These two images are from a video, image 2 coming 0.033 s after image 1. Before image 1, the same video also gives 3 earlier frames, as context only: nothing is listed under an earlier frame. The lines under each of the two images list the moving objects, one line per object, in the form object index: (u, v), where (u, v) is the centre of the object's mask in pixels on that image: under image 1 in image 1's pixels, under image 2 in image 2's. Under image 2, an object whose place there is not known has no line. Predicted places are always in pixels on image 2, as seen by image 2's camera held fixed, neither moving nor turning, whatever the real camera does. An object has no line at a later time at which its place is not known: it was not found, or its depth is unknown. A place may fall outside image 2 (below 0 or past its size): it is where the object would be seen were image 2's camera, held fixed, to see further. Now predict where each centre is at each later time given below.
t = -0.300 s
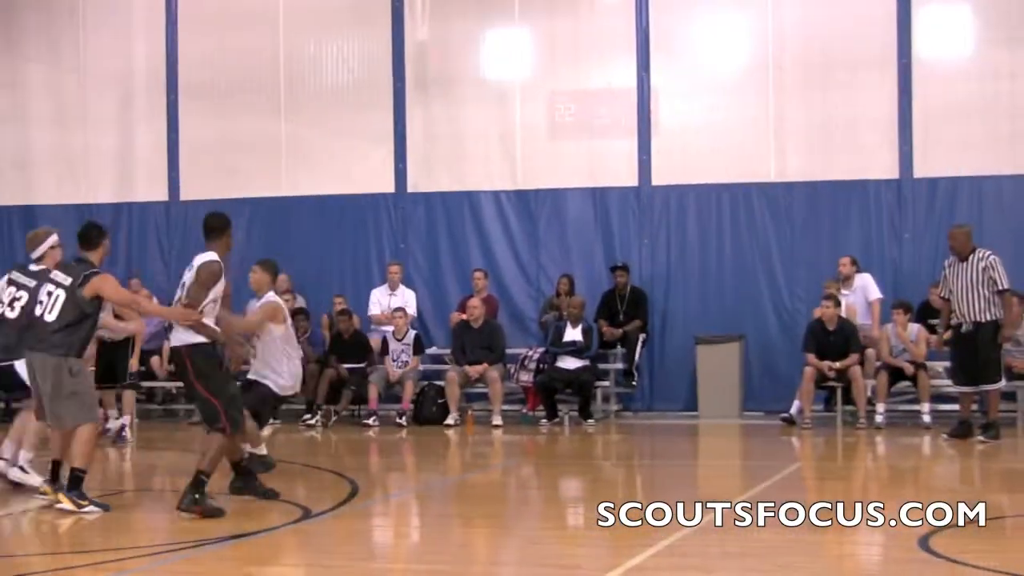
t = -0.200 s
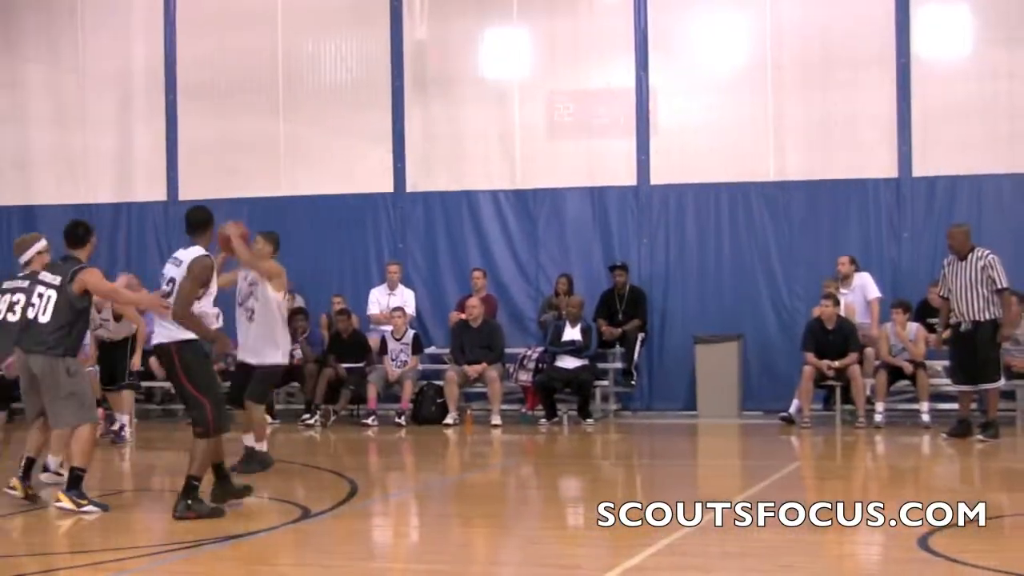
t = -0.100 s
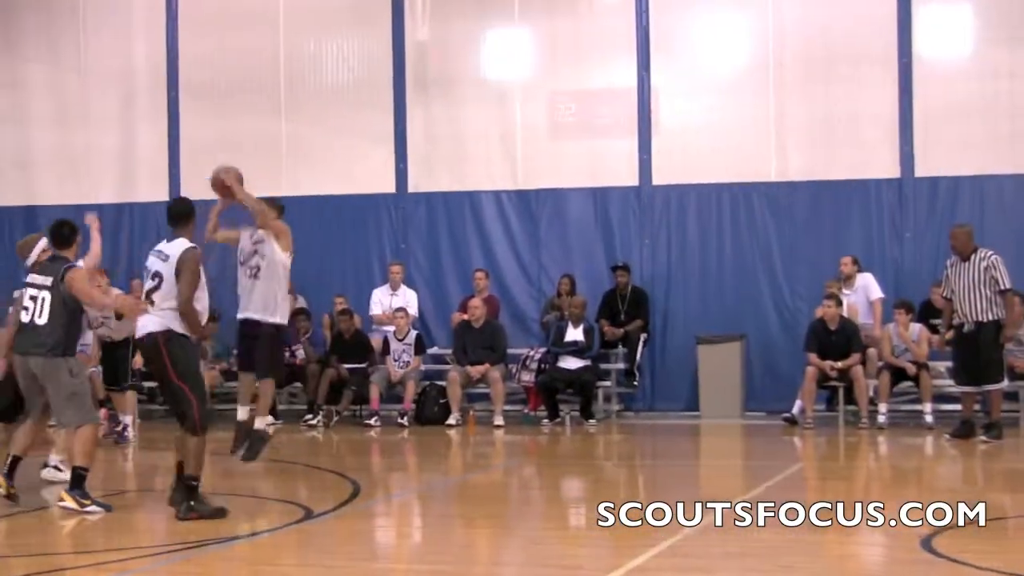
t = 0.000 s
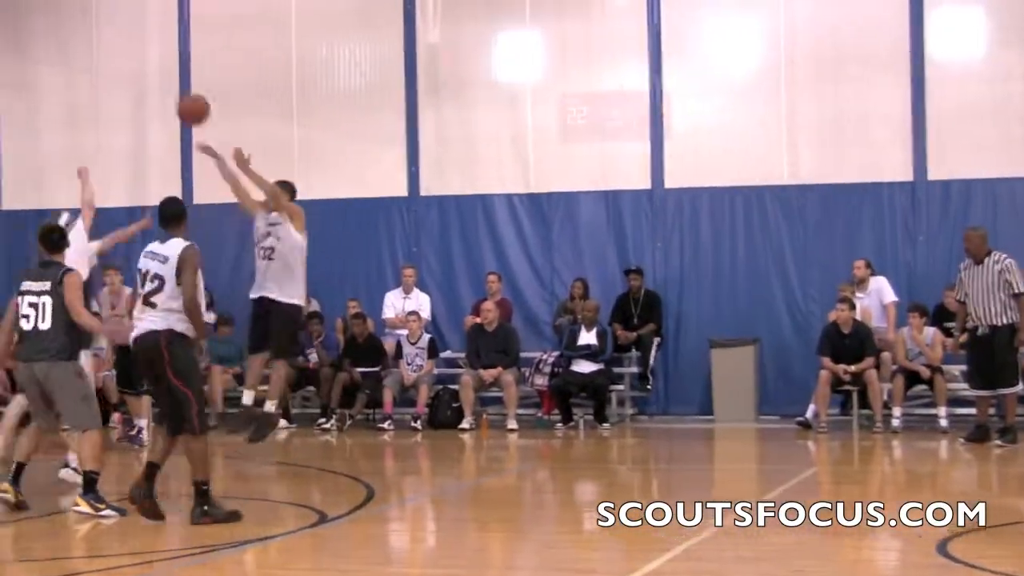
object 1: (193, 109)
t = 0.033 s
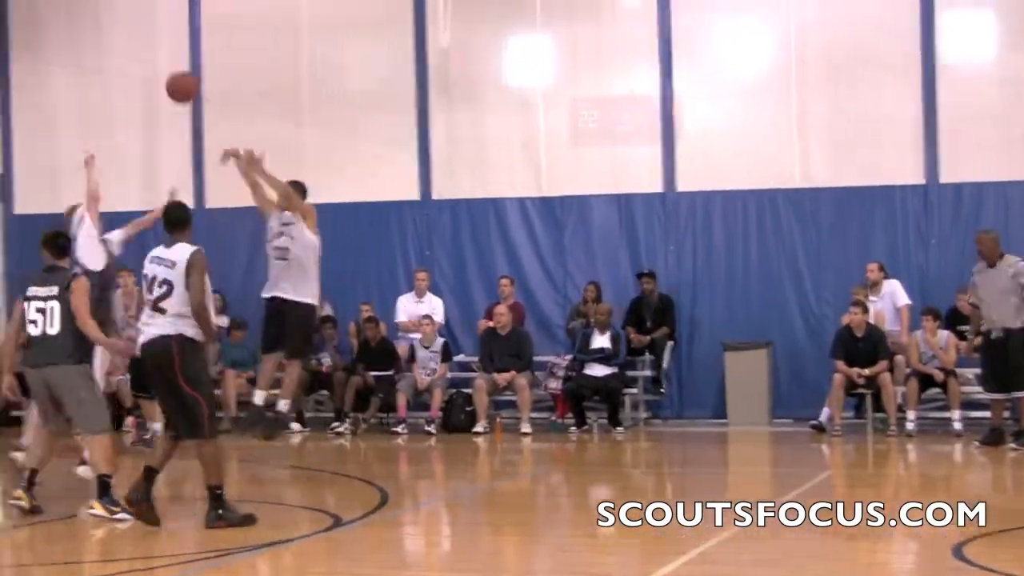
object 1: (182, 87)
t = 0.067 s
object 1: (156, 60)
